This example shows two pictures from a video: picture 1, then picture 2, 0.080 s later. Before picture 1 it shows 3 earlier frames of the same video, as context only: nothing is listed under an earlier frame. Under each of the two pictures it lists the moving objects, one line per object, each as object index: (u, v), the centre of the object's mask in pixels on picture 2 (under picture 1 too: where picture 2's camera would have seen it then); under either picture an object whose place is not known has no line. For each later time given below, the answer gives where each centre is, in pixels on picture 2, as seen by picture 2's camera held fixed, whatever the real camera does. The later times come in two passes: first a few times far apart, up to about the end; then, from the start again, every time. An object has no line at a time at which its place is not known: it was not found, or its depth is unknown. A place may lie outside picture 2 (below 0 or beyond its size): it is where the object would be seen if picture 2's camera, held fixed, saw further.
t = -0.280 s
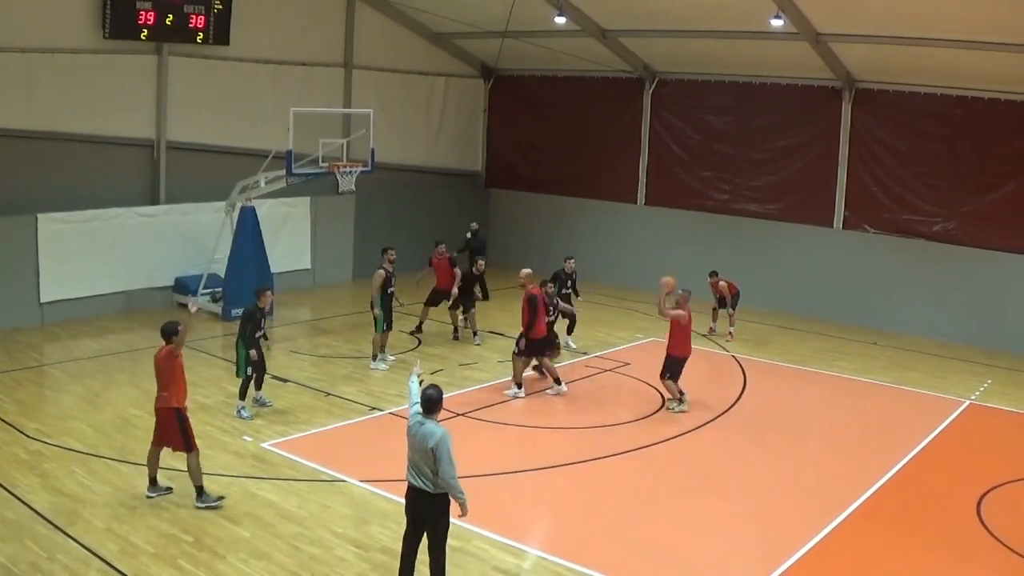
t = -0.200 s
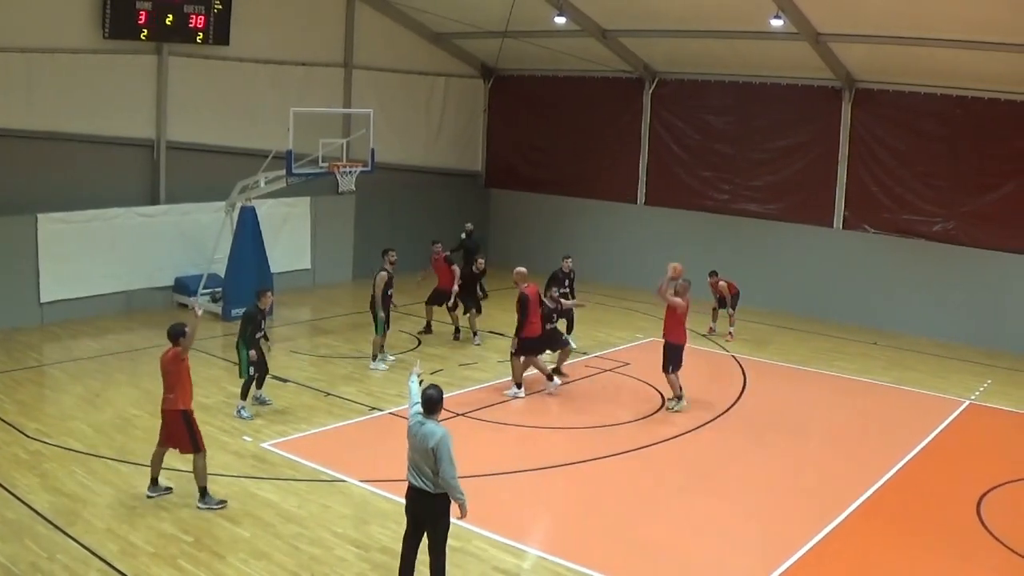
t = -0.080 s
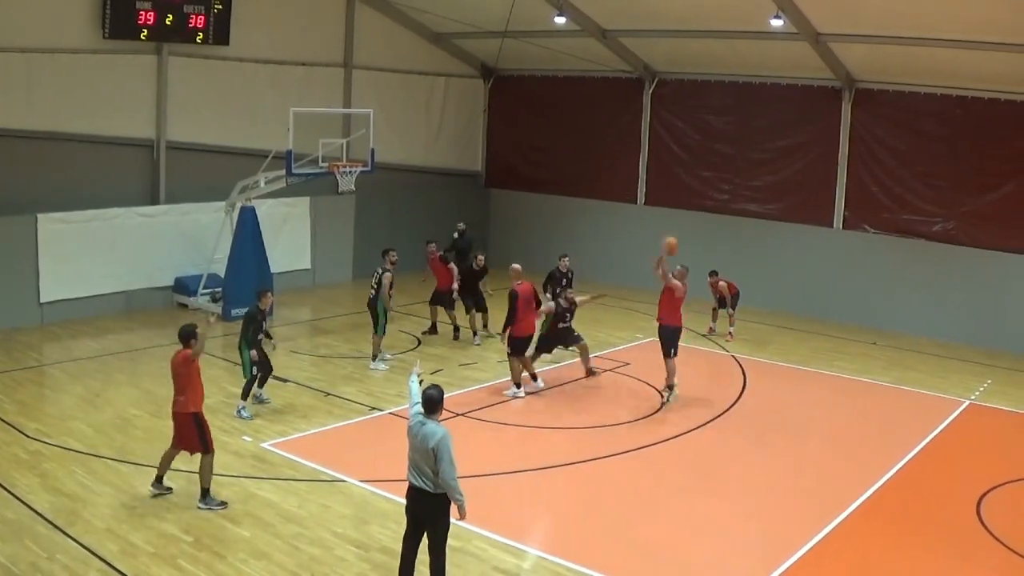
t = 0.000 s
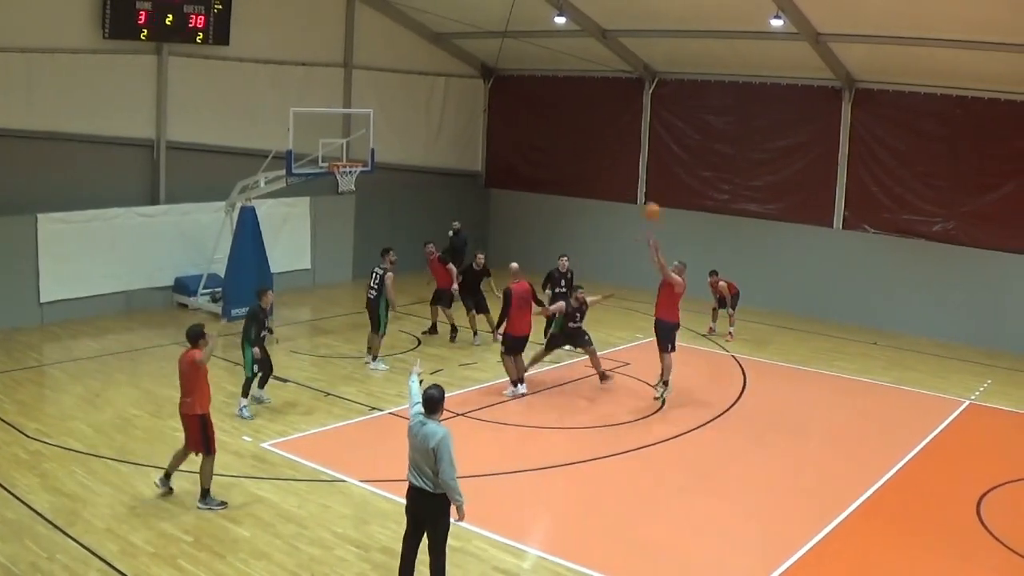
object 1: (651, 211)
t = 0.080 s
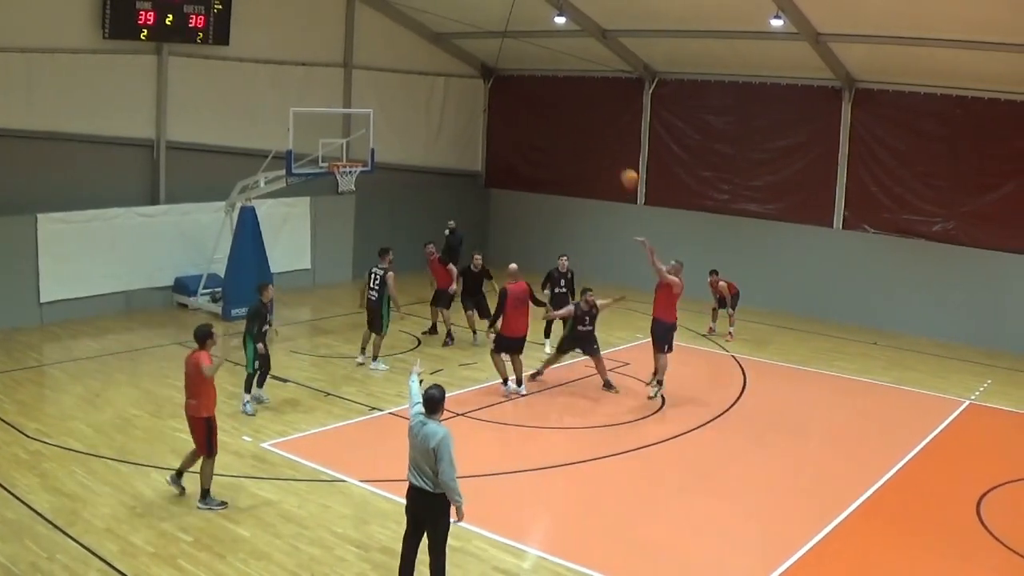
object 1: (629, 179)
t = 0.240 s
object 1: (585, 127)
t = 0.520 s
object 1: (511, 83)
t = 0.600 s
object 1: (491, 80)
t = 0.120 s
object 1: (618, 164)
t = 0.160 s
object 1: (607, 151)
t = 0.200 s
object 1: (596, 139)
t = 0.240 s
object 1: (585, 127)
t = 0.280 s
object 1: (574, 118)
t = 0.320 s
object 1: (564, 109)
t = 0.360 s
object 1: (553, 102)
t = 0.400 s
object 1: (542, 95)
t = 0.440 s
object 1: (532, 90)
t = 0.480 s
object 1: (521, 86)
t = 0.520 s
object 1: (511, 83)
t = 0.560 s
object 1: (501, 81)
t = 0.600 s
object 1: (491, 80)
